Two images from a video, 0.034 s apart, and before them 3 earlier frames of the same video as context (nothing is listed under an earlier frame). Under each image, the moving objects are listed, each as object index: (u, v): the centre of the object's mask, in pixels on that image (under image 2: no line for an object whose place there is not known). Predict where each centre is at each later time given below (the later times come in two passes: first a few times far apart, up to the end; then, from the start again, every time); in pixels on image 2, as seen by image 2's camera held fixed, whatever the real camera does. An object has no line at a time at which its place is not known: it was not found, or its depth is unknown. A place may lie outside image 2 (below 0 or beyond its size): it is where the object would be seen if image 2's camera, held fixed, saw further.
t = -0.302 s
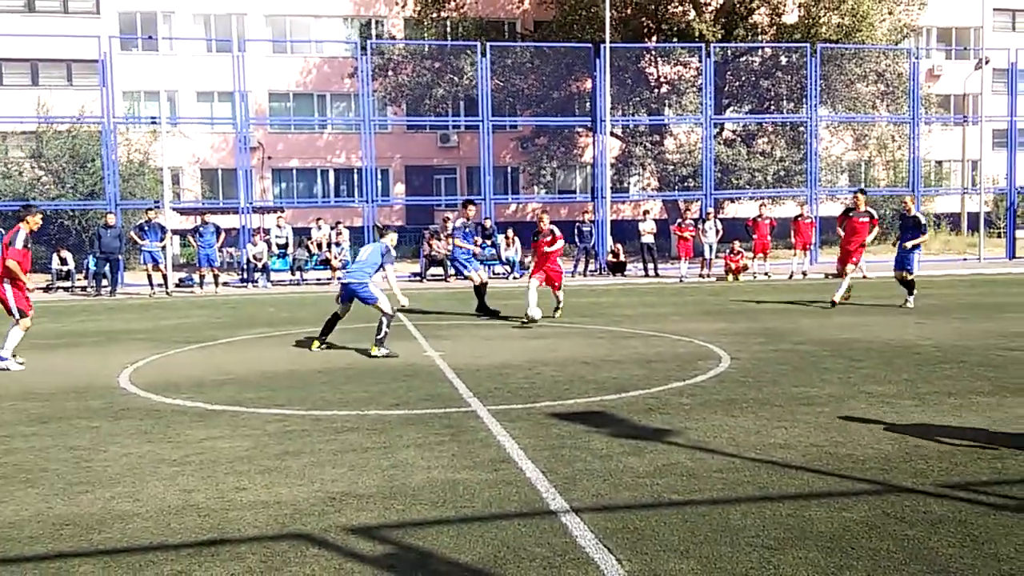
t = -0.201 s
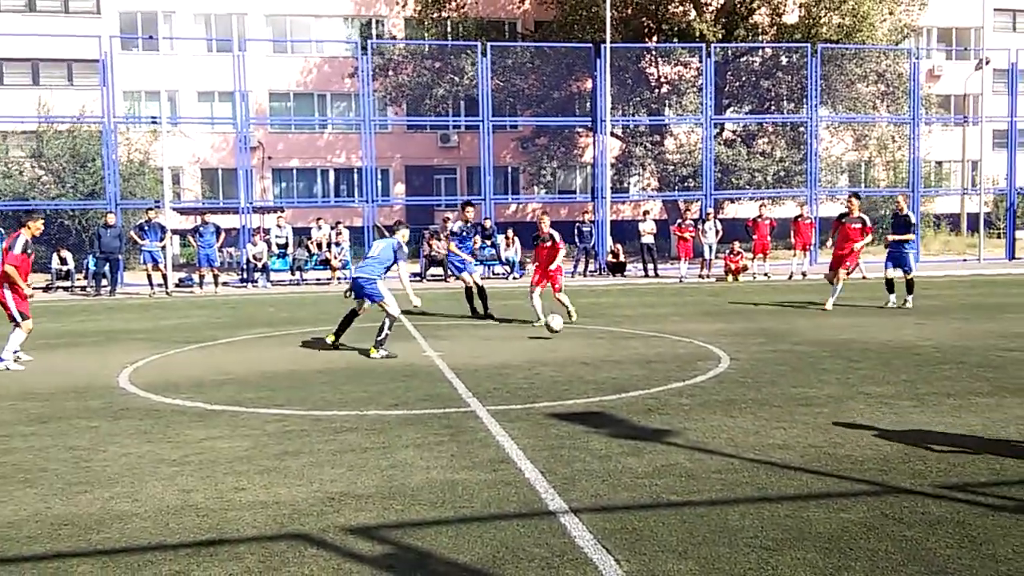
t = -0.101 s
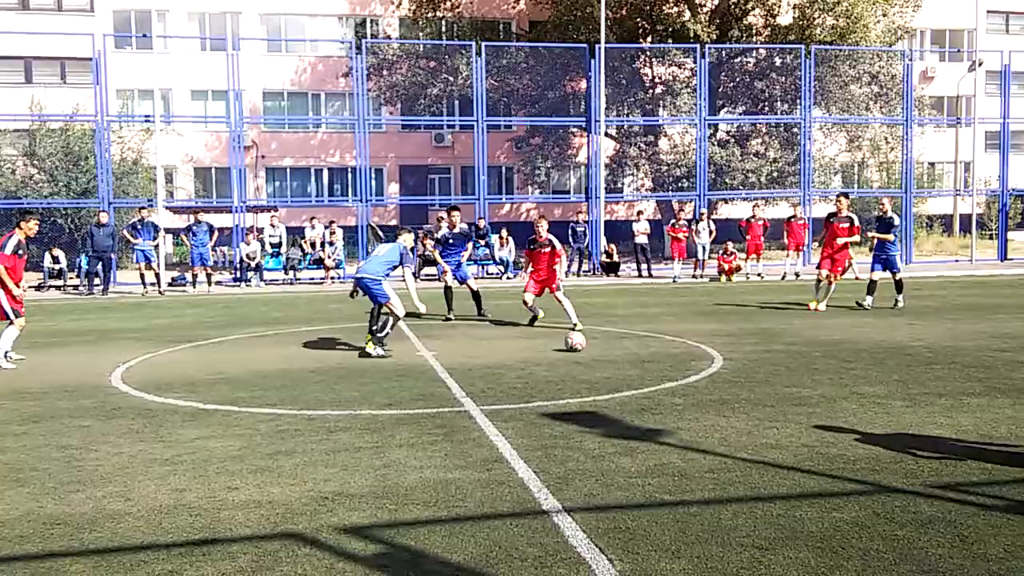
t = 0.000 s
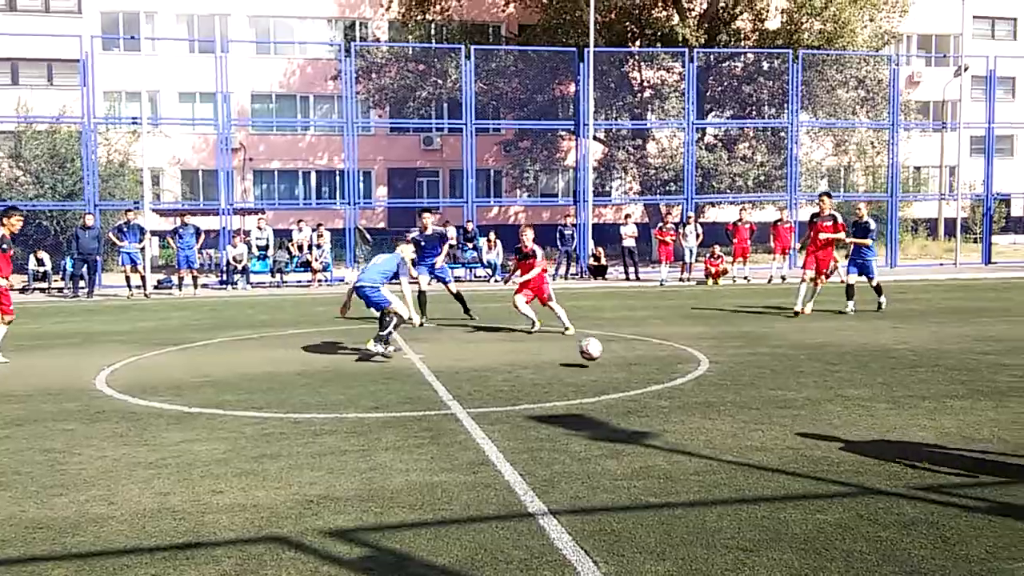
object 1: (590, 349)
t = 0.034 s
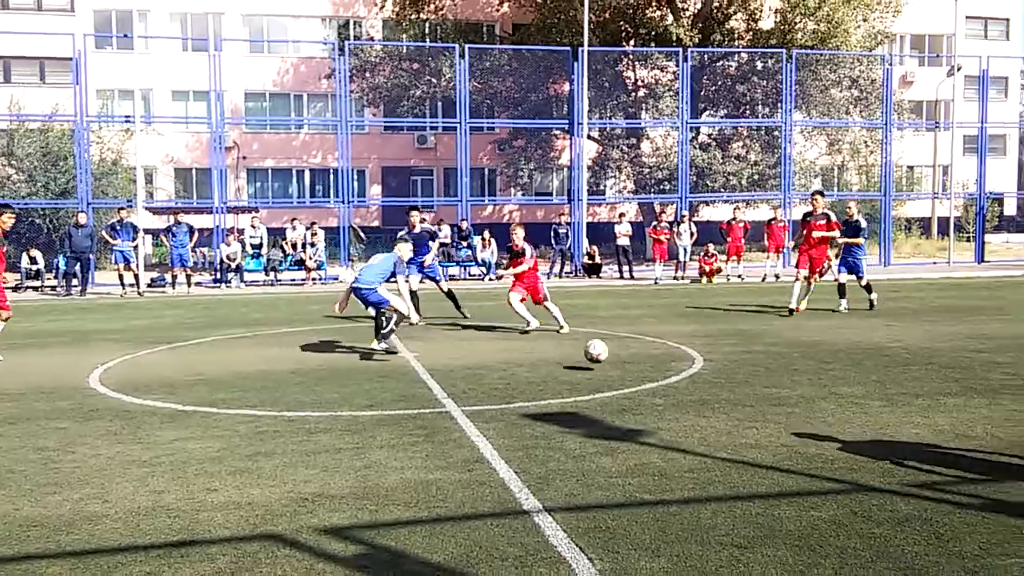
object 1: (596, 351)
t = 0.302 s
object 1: (701, 388)
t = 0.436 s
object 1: (772, 430)
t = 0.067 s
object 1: (608, 357)
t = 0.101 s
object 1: (620, 365)
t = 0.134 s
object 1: (634, 374)
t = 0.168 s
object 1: (645, 375)
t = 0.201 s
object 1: (658, 376)
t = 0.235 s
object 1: (671, 378)
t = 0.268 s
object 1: (685, 382)
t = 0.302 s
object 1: (701, 388)
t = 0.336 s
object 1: (718, 396)
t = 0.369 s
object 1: (735, 408)
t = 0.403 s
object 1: (754, 420)
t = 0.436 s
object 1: (772, 430)
